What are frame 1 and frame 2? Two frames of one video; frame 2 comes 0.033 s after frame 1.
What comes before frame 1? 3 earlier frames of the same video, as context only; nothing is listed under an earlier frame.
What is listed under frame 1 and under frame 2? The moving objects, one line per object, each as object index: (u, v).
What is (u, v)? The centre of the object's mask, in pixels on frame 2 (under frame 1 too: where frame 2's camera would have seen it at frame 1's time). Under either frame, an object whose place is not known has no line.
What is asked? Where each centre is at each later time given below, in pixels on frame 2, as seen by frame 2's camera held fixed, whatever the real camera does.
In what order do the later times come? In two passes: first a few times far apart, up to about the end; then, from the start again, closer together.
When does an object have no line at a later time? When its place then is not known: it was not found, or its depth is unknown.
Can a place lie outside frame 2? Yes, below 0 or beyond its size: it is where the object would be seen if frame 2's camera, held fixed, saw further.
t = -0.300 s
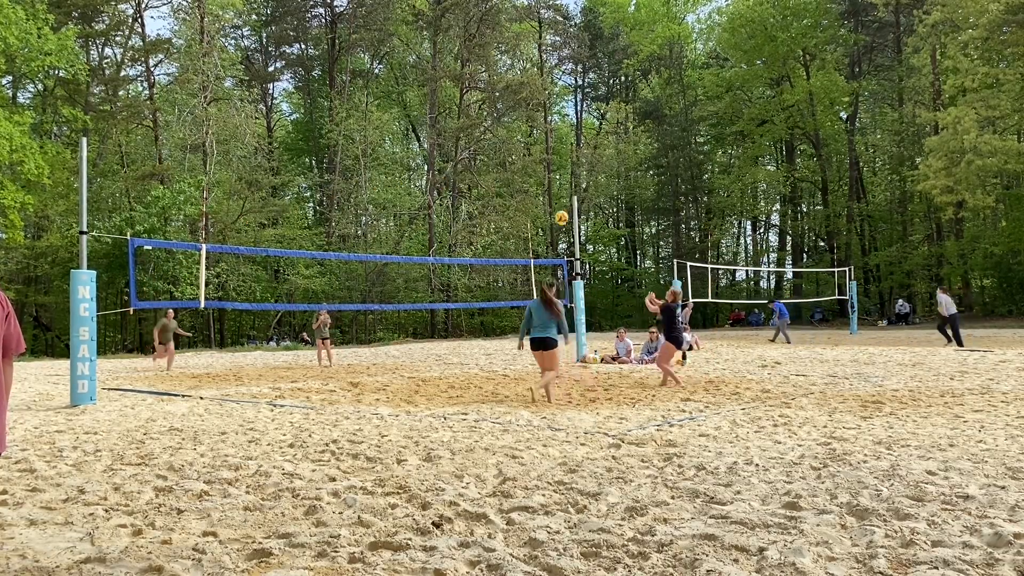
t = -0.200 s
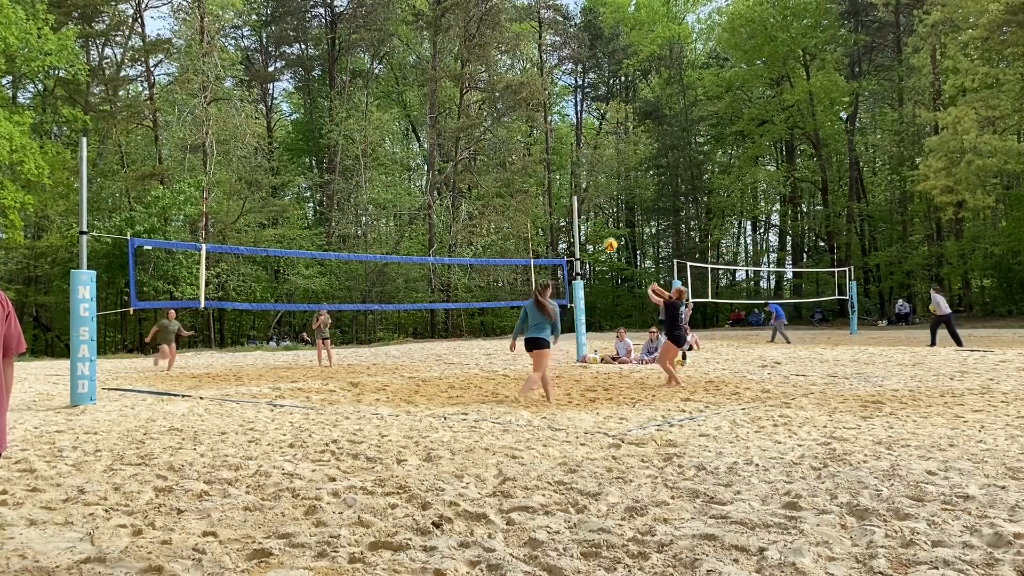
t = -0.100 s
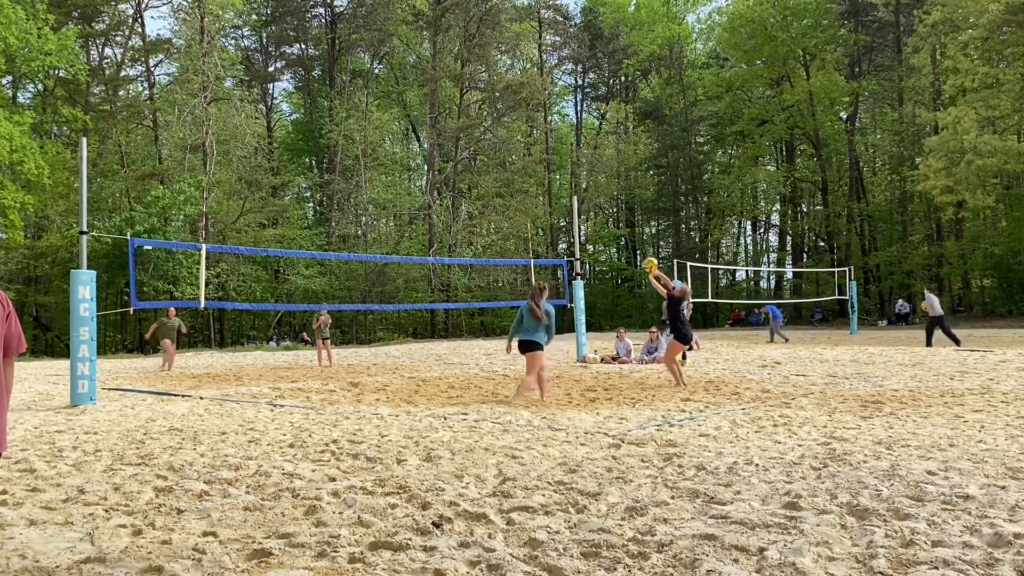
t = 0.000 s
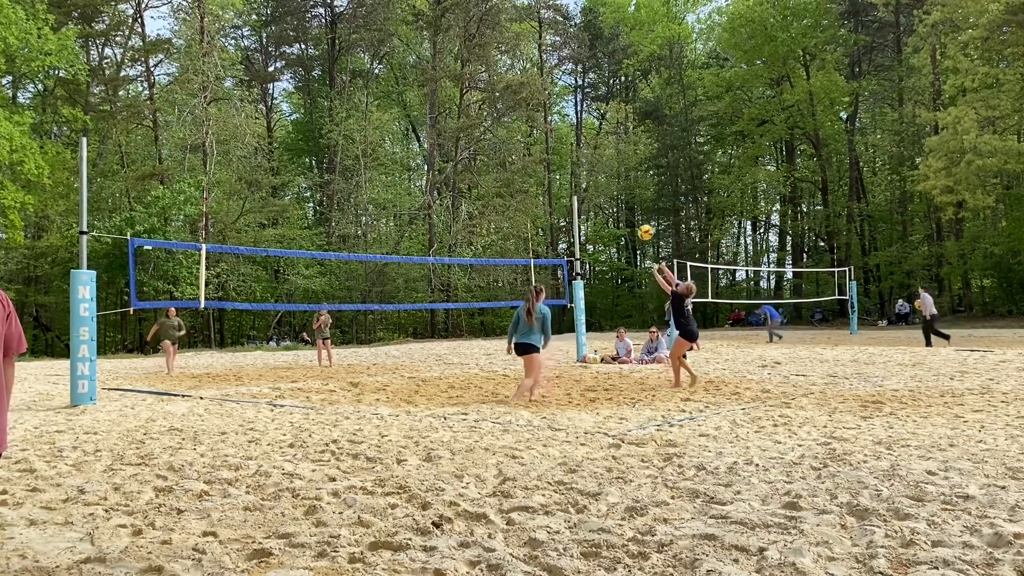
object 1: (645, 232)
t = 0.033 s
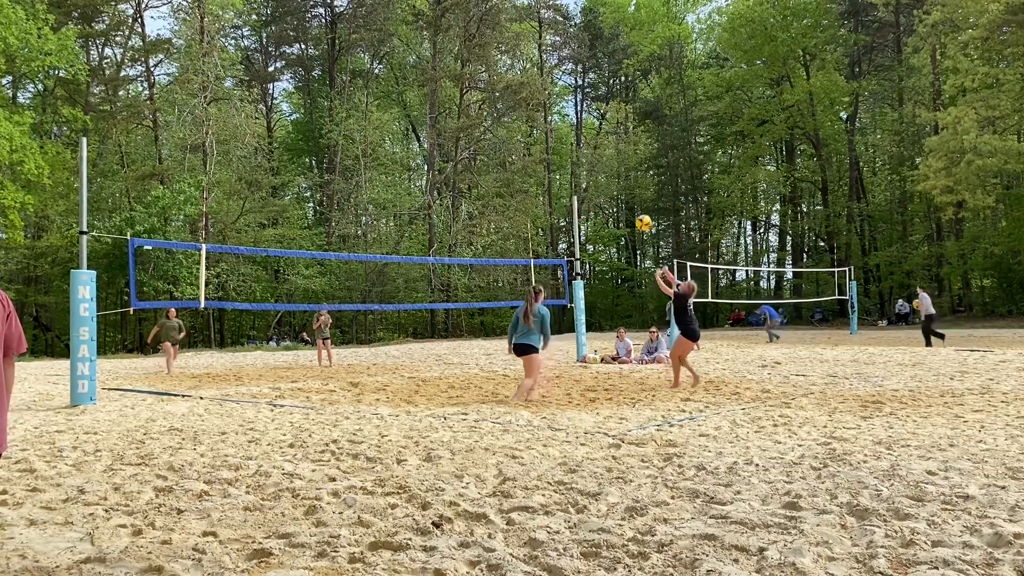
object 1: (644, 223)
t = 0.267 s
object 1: (632, 175)
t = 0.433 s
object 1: (625, 162)
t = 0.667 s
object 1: (615, 185)
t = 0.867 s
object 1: (606, 247)
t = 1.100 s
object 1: (595, 388)
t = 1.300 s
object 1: (591, 411)
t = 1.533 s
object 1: (592, 419)
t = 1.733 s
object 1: (595, 461)
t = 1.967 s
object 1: (597, 483)
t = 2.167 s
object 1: (604, 498)
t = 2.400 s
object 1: (622, 519)
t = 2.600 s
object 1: (628, 524)
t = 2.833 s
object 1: (638, 532)
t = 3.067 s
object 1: (637, 540)
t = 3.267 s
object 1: (637, 542)
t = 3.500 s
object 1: (636, 545)
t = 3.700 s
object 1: (636, 546)
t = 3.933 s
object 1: (637, 547)
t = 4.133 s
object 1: (636, 547)
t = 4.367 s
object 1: (636, 548)
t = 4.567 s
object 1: (636, 547)
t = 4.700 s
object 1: (636, 547)
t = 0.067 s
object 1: (642, 214)
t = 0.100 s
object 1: (640, 205)
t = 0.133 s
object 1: (639, 198)
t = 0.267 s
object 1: (632, 175)
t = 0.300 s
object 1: (631, 171)
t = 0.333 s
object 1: (629, 168)
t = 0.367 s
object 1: (628, 165)
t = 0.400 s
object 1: (626, 163)
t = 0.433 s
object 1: (625, 162)
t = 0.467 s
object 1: (623, 162)
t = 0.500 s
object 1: (622, 163)
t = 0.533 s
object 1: (621, 165)
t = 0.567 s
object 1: (619, 168)
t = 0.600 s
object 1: (618, 172)
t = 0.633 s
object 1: (616, 178)
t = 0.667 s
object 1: (615, 185)
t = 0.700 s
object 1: (614, 192)
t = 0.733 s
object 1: (612, 200)
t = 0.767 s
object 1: (611, 210)
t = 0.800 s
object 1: (609, 221)
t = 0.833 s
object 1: (607, 233)
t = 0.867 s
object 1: (606, 247)
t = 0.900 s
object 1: (604, 263)
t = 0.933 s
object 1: (603, 279)
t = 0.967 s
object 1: (601, 298)
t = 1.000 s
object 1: (599, 318)
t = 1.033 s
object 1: (597, 339)
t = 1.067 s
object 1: (596, 364)
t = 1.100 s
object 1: (595, 388)
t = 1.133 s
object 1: (592, 415)
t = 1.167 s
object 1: (591, 432)
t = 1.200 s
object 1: (591, 427)
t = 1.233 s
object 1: (591, 420)
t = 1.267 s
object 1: (590, 414)
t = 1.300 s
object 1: (591, 411)
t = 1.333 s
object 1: (591, 409)
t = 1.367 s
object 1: (592, 406)
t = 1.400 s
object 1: (591, 406)
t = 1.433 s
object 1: (592, 408)
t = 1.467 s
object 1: (592, 411)
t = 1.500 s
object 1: (592, 415)
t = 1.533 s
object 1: (592, 419)
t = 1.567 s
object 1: (592, 427)
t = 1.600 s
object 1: (592, 437)
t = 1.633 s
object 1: (593, 449)
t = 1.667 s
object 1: (593, 460)
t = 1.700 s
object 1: (595, 461)
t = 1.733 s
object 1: (595, 461)
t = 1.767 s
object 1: (597, 463)
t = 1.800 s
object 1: (598, 466)
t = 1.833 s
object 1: (598, 471)
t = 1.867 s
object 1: (599, 473)
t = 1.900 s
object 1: (598, 475)
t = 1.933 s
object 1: (598, 478)
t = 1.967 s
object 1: (597, 483)
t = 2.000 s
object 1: (598, 487)
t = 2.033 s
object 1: (599, 491)
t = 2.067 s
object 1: (601, 497)
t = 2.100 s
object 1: (601, 500)
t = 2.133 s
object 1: (603, 499)
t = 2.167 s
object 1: (604, 498)
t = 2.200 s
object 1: (606, 496)
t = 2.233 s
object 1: (610, 496)
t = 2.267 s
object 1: (611, 498)
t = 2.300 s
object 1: (613, 502)
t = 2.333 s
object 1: (617, 509)
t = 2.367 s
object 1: (619, 516)
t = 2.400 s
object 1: (622, 519)
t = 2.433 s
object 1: (622, 520)
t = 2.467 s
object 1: (623, 520)
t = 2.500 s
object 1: (624, 523)
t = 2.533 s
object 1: (626, 523)
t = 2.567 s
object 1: (627, 523)
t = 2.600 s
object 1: (628, 524)
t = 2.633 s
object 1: (630, 524)
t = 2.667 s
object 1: (633, 526)
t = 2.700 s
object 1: (634, 527)
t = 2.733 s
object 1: (636, 529)
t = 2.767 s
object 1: (637, 530)
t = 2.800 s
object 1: (638, 532)
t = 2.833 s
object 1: (638, 532)
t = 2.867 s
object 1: (638, 536)
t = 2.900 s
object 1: (637, 538)
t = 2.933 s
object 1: (638, 538)
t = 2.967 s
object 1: (638, 538)
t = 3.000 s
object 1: (637, 539)
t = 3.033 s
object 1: (637, 540)
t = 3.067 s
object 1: (637, 540)
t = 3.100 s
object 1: (637, 541)
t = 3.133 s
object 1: (637, 541)
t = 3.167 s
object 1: (637, 541)
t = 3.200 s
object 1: (637, 542)
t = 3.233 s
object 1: (637, 542)
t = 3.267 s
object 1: (637, 542)
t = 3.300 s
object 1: (637, 542)
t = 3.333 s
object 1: (637, 542)
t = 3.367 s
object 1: (637, 543)
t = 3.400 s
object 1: (637, 543)
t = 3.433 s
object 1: (637, 544)
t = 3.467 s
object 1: (637, 545)
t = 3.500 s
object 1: (636, 545)
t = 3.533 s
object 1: (636, 545)
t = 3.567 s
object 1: (636, 545)
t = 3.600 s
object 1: (636, 546)
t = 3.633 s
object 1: (637, 546)
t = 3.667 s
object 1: (636, 546)
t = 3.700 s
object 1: (636, 546)
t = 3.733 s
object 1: (636, 547)
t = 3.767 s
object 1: (636, 546)
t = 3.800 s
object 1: (636, 547)
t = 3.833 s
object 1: (636, 547)
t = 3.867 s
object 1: (637, 547)
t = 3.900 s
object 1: (636, 547)
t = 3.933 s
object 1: (637, 547)
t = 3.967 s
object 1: (637, 547)
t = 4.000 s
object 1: (636, 547)
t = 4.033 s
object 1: (636, 547)
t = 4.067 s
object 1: (636, 547)
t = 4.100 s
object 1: (636, 547)
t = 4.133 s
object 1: (636, 547)
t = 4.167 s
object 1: (636, 547)
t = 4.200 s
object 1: (636, 547)
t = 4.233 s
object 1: (636, 547)
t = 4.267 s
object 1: (636, 547)
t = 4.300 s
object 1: (636, 547)
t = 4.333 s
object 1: (636, 548)
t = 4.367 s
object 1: (636, 548)
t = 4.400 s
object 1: (636, 548)
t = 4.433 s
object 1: (636, 548)
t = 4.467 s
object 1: (636, 548)
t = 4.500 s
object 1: (636, 548)
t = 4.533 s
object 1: (636, 548)
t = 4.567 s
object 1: (636, 547)
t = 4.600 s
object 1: (636, 548)
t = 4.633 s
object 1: (636, 548)
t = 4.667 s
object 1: (636, 548)
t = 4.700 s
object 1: (636, 547)
